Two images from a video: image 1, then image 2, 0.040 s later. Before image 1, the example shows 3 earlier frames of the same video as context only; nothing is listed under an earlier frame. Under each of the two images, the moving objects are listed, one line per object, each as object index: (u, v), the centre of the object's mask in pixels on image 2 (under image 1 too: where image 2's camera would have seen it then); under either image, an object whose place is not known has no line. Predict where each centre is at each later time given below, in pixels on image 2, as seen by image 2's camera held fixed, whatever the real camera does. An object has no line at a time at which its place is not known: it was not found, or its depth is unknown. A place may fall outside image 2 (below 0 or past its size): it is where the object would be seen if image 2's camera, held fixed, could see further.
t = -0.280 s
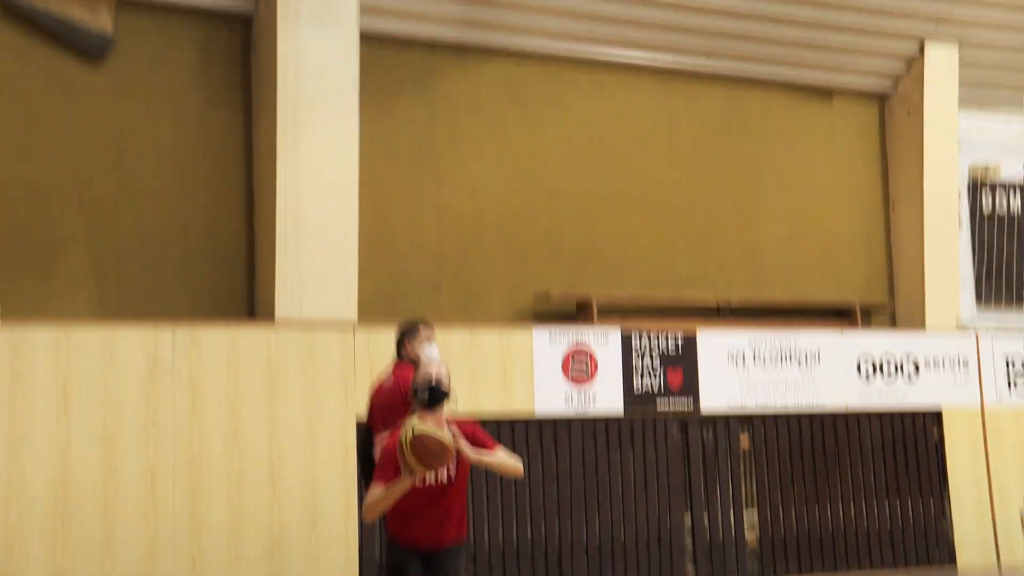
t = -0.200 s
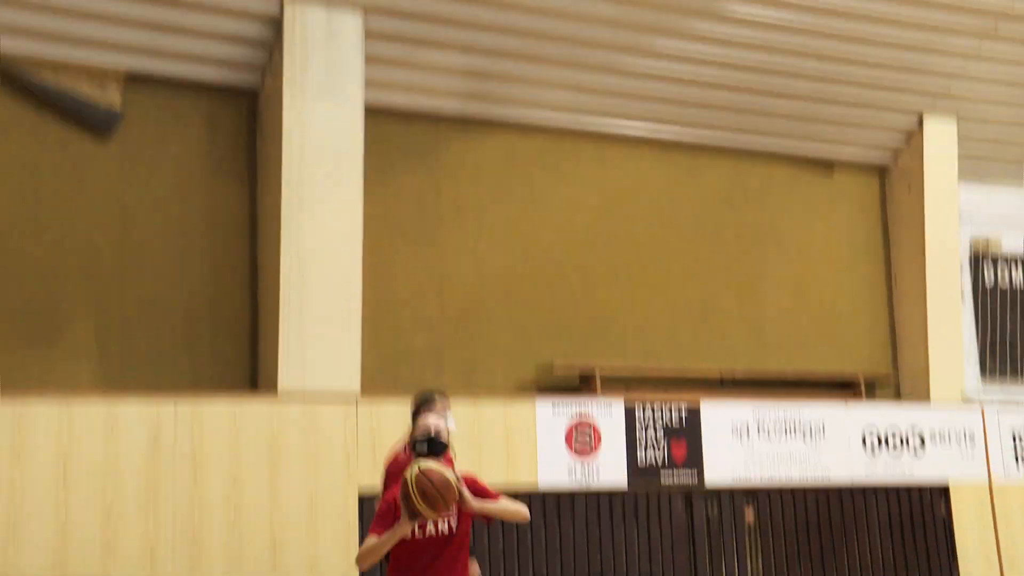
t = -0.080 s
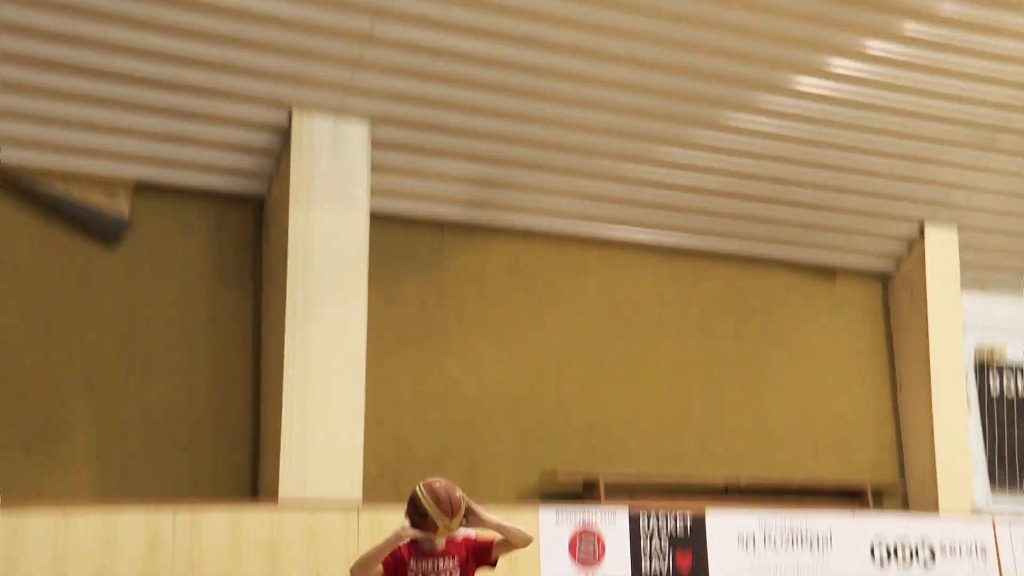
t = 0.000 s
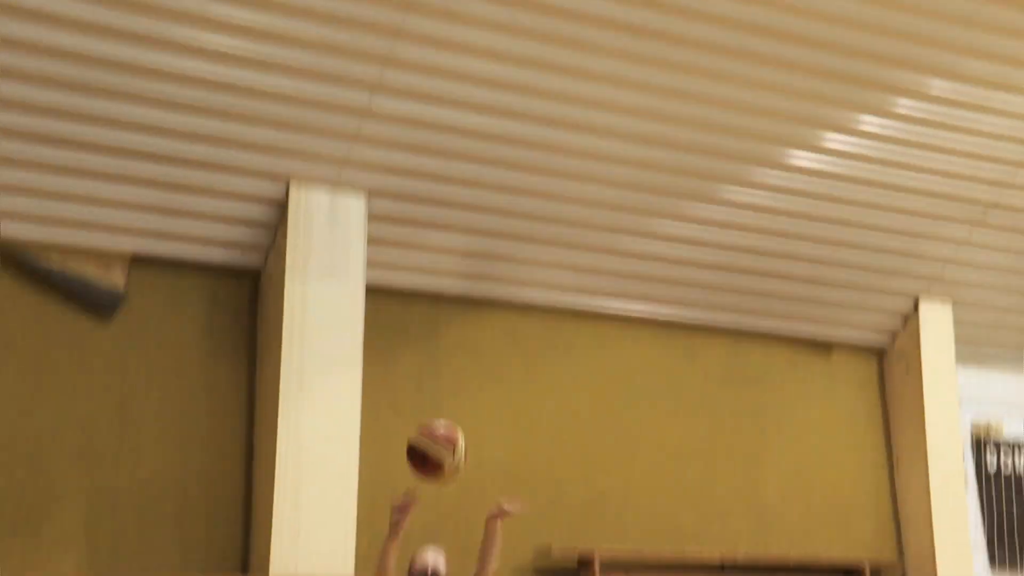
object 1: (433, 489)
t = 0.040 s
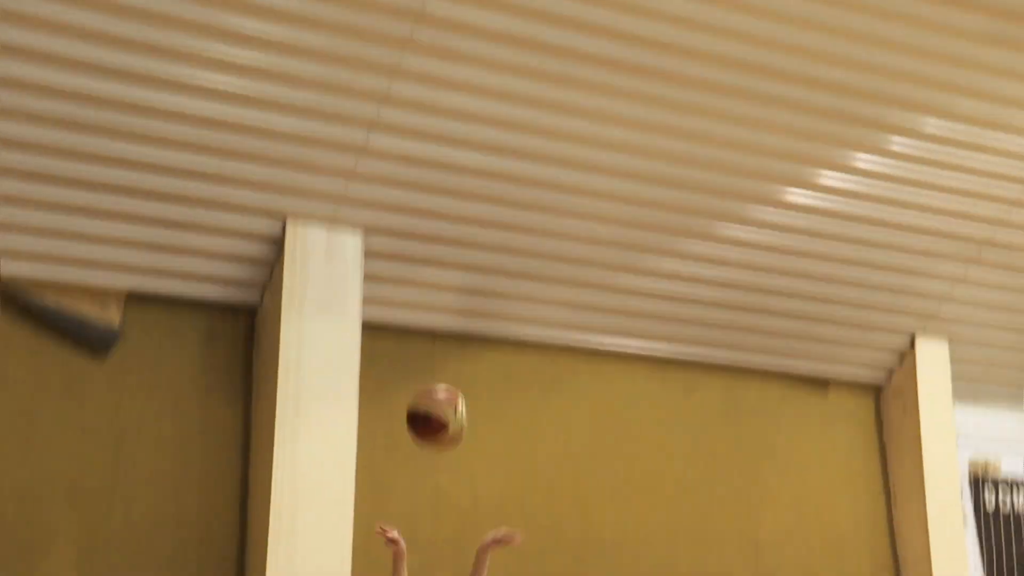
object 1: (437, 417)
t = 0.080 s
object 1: (443, 347)
